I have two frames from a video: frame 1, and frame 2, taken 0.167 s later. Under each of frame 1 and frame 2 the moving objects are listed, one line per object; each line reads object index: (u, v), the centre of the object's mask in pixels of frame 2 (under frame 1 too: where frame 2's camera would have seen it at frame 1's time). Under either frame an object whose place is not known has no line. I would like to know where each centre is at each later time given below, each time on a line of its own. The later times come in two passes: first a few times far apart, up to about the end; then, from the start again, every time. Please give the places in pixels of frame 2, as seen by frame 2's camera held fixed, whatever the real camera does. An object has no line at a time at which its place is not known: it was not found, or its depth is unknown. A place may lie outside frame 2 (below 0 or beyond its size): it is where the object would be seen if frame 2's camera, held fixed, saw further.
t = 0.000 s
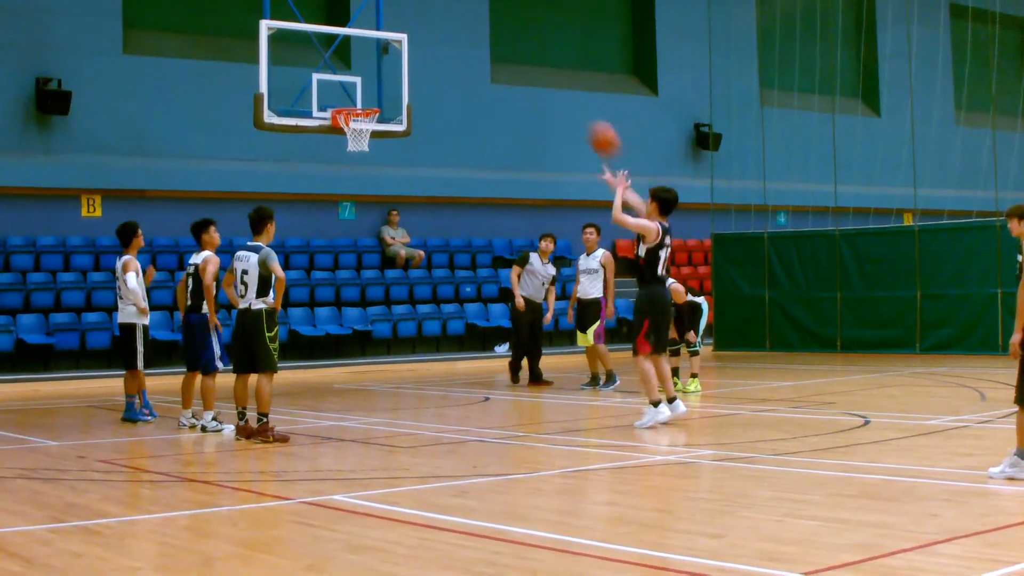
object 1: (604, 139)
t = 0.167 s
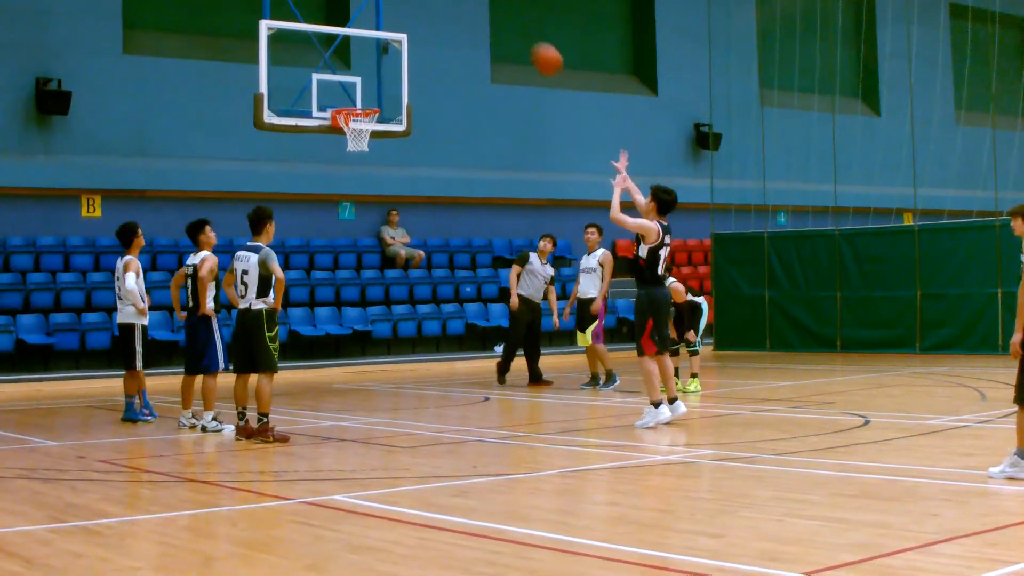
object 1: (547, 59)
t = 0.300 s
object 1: (506, 20)
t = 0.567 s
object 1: (431, 6)
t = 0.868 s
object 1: (362, 57)
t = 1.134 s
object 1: (349, 63)
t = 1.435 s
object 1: (380, 45)
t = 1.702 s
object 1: (413, 94)
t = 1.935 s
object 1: (441, 191)
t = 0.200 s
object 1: (536, 48)
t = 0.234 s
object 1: (526, 37)
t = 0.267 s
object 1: (516, 28)
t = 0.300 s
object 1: (506, 20)
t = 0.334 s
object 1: (496, 14)
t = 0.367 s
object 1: (487, 10)
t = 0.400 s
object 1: (477, 8)
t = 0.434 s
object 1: (467, 6)
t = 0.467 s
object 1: (458, 6)
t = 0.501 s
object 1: (449, 5)
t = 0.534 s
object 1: (440, 5)
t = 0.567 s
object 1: (431, 6)
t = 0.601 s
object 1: (423, 7)
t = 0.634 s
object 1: (415, 8)
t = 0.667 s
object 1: (407, 11)
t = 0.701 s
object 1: (399, 16)
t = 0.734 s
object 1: (392, 21)
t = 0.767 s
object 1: (384, 29)
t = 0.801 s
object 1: (375, 38)
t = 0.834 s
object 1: (368, 49)
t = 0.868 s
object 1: (362, 57)
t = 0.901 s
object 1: (355, 67)
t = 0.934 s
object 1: (347, 81)
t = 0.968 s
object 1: (340, 94)
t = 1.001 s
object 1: (338, 94)
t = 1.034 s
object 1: (341, 84)
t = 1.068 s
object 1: (343, 76)
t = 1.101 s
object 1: (346, 68)
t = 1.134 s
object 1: (349, 63)
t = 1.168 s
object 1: (351, 57)
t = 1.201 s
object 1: (354, 54)
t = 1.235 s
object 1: (357, 49)
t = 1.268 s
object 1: (361, 47)
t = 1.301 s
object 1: (365, 45)
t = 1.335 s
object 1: (368, 43)
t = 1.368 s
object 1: (372, 43)
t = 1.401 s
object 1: (376, 44)
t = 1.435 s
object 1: (380, 45)
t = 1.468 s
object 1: (384, 48)
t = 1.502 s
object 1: (388, 50)
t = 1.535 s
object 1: (391, 54)
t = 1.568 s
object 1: (396, 61)
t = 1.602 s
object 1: (400, 68)
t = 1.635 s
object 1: (403, 75)
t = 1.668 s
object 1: (408, 84)
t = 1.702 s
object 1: (413, 94)
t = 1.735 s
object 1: (416, 105)
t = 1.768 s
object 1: (419, 116)
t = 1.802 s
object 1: (424, 129)
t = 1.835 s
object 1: (428, 143)
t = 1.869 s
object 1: (432, 158)
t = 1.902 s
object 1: (436, 174)
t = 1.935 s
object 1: (441, 191)
